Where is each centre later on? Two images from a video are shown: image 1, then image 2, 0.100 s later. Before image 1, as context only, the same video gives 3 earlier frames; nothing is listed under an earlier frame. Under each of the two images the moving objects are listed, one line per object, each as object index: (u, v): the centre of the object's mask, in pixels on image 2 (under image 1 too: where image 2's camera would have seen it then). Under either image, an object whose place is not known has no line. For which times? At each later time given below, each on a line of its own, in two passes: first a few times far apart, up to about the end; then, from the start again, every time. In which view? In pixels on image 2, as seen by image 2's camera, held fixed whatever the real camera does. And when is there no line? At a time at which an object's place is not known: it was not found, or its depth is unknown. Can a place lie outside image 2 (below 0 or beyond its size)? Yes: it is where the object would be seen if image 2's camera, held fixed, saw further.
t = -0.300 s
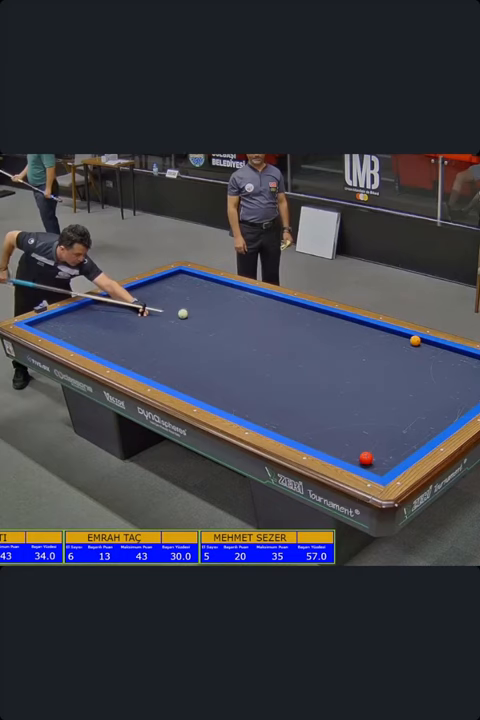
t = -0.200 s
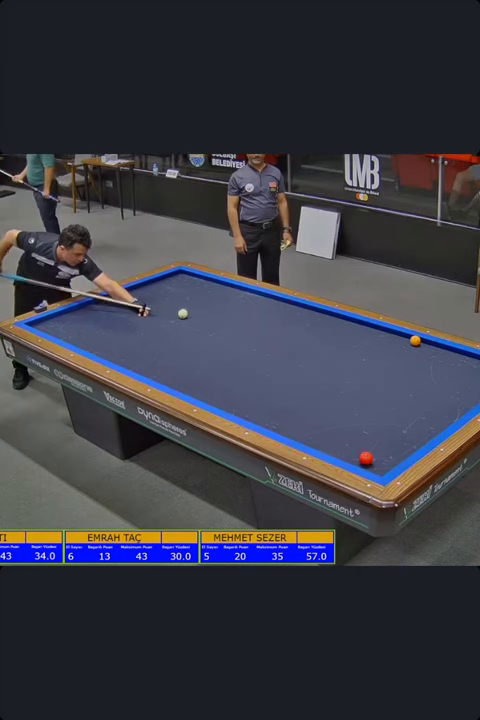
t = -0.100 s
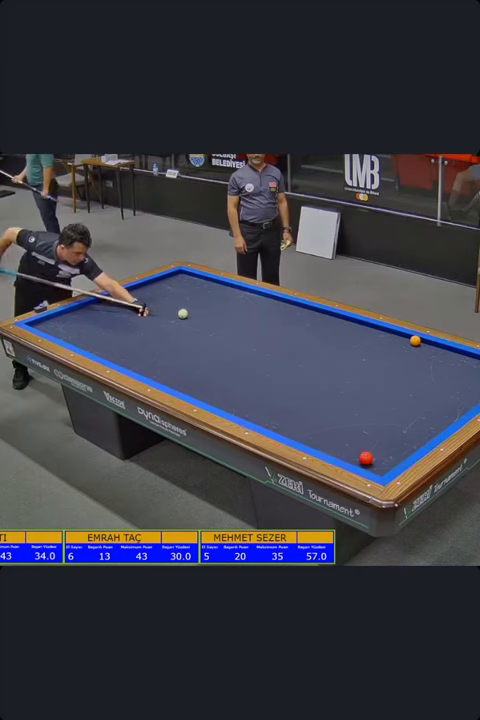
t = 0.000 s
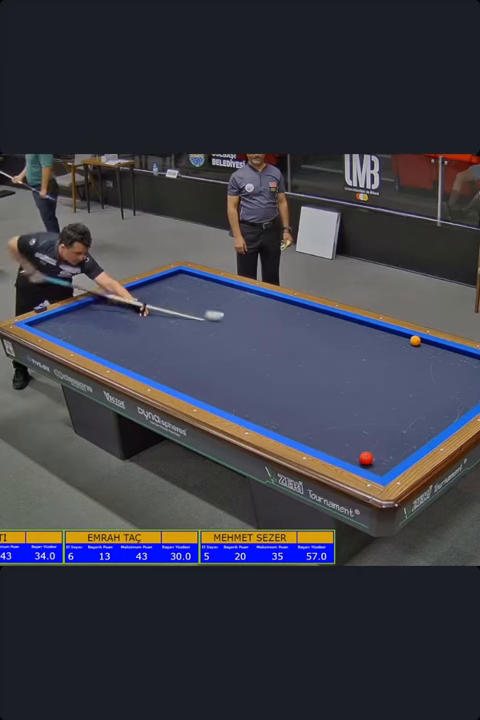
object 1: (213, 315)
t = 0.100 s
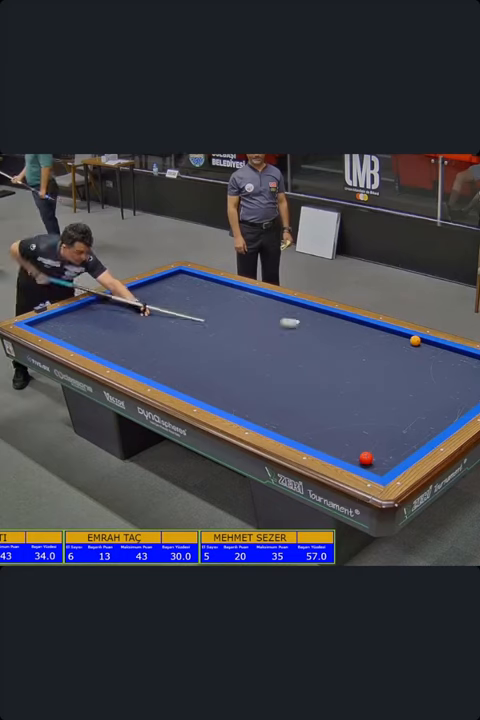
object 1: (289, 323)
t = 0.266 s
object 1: (405, 337)
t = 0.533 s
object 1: (365, 354)
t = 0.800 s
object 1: (307, 365)
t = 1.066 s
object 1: (237, 371)
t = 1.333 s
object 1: (166, 376)
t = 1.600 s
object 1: (144, 356)
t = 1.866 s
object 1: (132, 336)
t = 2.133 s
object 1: (120, 318)
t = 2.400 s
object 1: (111, 302)
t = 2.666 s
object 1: (131, 295)
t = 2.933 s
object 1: (166, 293)
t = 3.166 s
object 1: (196, 290)
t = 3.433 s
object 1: (229, 288)
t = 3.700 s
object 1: (240, 294)
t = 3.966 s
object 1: (247, 303)
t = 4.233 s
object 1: (254, 312)
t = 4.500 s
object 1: (261, 321)
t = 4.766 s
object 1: (268, 331)
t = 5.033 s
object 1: (275, 341)
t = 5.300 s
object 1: (283, 351)
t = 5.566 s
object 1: (291, 362)
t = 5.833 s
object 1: (299, 373)
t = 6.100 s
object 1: (308, 385)
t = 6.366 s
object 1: (316, 397)
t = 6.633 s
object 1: (325, 409)
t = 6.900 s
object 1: (334, 422)
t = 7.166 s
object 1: (344, 435)
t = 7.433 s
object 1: (353, 448)
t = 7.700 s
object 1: (354, 456)
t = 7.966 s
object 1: (352, 459)
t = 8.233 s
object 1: (353, 459)
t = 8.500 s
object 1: (355, 457)
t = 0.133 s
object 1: (314, 325)
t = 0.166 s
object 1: (339, 328)
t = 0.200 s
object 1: (365, 330)
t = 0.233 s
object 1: (390, 333)
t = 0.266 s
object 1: (405, 337)
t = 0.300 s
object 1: (402, 340)
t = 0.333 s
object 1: (398, 342)
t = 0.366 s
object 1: (393, 344)
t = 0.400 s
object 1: (388, 346)
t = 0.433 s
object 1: (382, 348)
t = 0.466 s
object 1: (377, 350)
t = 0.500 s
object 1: (371, 352)
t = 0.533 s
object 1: (365, 354)
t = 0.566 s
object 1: (358, 356)
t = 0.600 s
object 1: (352, 357)
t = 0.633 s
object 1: (345, 359)
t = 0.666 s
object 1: (337, 360)
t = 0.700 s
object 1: (330, 361)
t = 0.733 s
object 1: (323, 363)
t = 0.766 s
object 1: (315, 364)
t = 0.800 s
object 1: (307, 365)
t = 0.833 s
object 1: (298, 366)
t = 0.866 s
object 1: (290, 367)
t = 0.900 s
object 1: (281, 368)
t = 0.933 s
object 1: (273, 368)
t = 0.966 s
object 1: (264, 369)
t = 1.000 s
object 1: (255, 370)
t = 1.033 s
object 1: (246, 370)
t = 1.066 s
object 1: (237, 371)
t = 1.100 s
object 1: (228, 372)
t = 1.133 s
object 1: (219, 372)
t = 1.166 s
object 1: (210, 373)
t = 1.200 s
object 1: (201, 374)
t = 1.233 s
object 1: (192, 374)
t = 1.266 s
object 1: (183, 375)
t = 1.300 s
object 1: (174, 375)
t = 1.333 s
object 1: (166, 376)
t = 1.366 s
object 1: (157, 376)
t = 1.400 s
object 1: (150, 375)
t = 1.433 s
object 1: (149, 373)
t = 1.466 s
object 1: (149, 369)
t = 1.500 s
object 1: (148, 366)
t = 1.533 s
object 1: (147, 362)
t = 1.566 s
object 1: (146, 359)
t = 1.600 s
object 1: (144, 356)
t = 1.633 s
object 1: (143, 354)
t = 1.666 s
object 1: (141, 351)
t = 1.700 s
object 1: (139, 348)
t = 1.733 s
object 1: (138, 346)
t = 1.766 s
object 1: (136, 343)
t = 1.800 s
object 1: (135, 341)
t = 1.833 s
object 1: (133, 338)
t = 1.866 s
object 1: (132, 336)
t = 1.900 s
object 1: (130, 334)
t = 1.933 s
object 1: (129, 331)
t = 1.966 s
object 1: (127, 329)
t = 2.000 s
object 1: (126, 327)
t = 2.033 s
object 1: (124, 325)
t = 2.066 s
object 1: (123, 322)
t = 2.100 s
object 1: (122, 320)
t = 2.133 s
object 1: (120, 318)
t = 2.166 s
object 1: (119, 316)
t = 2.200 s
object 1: (118, 314)
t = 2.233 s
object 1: (117, 312)
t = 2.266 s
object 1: (115, 310)
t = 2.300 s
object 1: (114, 308)
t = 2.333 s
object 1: (113, 306)
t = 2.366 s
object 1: (112, 304)
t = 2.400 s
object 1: (111, 302)
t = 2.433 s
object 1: (109, 300)
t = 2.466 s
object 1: (108, 298)
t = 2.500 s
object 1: (107, 297)
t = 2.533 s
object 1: (110, 296)
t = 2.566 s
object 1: (116, 296)
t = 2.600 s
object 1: (121, 296)
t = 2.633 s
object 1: (126, 295)
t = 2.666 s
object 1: (131, 295)
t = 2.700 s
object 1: (135, 295)
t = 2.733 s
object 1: (140, 295)
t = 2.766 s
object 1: (144, 294)
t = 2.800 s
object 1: (149, 294)
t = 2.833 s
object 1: (153, 294)
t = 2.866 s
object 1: (157, 293)
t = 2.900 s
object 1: (162, 293)
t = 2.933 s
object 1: (166, 293)
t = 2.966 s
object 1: (170, 292)
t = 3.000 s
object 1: (175, 292)
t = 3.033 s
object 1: (179, 292)
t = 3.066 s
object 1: (183, 291)
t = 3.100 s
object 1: (187, 291)
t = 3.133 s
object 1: (191, 290)
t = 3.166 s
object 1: (196, 290)
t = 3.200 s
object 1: (200, 290)
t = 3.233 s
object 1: (204, 290)
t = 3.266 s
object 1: (208, 289)
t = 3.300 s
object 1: (213, 289)
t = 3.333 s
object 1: (217, 288)
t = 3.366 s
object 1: (221, 288)
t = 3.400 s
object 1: (225, 288)
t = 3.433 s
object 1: (229, 288)
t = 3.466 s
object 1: (233, 287)
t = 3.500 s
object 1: (237, 287)
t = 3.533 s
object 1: (237, 288)
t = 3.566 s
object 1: (237, 289)
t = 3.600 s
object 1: (238, 291)
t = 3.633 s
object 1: (239, 292)
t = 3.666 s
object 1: (240, 293)
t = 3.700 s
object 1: (240, 294)
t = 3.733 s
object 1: (241, 295)
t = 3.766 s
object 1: (242, 296)
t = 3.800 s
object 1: (243, 297)
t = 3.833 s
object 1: (244, 298)
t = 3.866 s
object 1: (244, 299)
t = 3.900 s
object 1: (245, 300)
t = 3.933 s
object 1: (246, 301)
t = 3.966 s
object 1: (247, 303)
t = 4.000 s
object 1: (248, 304)
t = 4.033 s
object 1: (249, 305)
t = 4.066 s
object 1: (249, 306)
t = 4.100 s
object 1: (250, 307)
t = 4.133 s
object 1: (251, 308)
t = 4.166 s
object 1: (252, 309)
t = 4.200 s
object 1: (253, 310)
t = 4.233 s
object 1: (254, 312)
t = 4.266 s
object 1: (255, 313)
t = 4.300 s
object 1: (256, 314)
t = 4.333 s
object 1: (256, 315)
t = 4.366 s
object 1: (257, 316)
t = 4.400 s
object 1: (258, 318)
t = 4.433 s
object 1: (259, 319)
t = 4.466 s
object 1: (260, 320)
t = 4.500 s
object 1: (261, 321)
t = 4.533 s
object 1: (262, 322)
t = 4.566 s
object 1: (262, 323)
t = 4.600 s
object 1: (263, 325)
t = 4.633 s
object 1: (264, 326)
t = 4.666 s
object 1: (265, 327)
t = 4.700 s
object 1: (266, 328)
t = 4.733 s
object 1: (267, 329)
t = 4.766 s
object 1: (268, 331)
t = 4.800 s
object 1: (269, 332)
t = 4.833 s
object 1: (270, 333)
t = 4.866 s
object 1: (271, 334)
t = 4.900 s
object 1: (272, 336)
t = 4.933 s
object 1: (273, 337)
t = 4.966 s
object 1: (274, 338)
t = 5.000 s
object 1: (275, 340)
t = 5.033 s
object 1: (275, 341)
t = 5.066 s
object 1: (276, 342)
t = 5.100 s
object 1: (277, 343)
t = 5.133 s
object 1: (278, 345)
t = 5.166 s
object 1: (279, 346)
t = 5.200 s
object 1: (280, 347)
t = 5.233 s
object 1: (281, 349)
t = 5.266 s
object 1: (282, 350)
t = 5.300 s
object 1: (283, 351)
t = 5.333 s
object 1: (284, 353)
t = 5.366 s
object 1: (285, 354)
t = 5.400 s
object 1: (286, 355)
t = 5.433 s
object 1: (287, 357)
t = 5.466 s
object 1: (288, 358)
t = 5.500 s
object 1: (289, 359)
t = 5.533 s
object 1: (290, 361)
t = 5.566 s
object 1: (291, 362)
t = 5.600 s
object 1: (292, 363)
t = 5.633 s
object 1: (293, 365)
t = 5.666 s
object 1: (294, 366)
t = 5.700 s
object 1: (295, 368)
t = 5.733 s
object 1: (296, 369)
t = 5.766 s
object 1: (297, 370)
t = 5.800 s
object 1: (298, 372)
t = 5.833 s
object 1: (299, 373)
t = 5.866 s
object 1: (300, 375)
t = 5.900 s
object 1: (301, 376)
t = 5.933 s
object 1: (302, 378)
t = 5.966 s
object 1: (303, 379)
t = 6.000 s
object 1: (304, 381)
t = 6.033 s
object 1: (305, 382)
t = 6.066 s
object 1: (306, 383)
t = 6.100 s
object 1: (308, 385)
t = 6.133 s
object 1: (309, 387)
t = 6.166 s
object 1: (310, 388)
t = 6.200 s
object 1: (311, 389)
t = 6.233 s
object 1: (312, 391)
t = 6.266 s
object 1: (313, 392)
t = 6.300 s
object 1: (314, 394)
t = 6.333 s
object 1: (315, 395)
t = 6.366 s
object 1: (316, 397)
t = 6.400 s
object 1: (317, 398)
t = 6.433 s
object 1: (318, 400)
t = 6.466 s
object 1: (320, 401)
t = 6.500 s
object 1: (321, 403)
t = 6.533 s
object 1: (322, 405)
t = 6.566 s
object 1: (323, 406)
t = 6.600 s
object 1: (324, 408)
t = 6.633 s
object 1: (325, 409)
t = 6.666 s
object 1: (327, 411)
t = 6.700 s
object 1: (328, 412)
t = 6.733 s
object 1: (329, 414)
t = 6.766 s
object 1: (330, 416)
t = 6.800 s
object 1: (331, 417)
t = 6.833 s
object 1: (332, 419)
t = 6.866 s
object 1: (333, 420)
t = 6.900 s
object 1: (334, 422)
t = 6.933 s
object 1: (336, 424)
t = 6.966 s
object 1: (337, 425)
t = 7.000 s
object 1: (338, 427)
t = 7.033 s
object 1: (339, 428)
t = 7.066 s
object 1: (340, 430)
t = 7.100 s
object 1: (341, 432)
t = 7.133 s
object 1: (343, 433)
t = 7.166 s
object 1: (344, 435)
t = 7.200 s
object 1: (345, 437)
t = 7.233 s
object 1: (346, 438)
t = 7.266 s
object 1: (348, 440)
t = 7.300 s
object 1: (349, 442)
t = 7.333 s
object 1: (350, 443)
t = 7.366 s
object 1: (351, 445)
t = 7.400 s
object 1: (352, 446)
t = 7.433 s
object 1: (353, 448)
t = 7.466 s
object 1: (354, 450)
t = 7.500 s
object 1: (355, 451)
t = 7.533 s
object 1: (356, 452)
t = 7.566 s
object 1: (355, 453)
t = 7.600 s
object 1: (355, 454)
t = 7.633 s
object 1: (355, 455)
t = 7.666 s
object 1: (354, 455)
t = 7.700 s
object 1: (354, 456)
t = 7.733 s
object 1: (354, 457)
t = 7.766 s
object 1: (353, 457)
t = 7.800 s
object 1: (353, 457)
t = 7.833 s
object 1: (353, 458)
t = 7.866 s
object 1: (352, 458)
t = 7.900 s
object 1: (352, 459)
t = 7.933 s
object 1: (352, 459)
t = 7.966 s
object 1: (352, 459)
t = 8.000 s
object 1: (351, 459)
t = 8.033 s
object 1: (352, 459)
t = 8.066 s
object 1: (352, 459)
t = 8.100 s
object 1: (352, 459)
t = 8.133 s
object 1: (352, 459)
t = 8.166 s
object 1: (353, 459)
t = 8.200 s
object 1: (353, 459)
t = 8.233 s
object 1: (353, 459)
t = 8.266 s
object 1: (354, 459)
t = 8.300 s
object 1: (354, 458)
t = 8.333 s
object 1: (354, 458)
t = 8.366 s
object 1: (355, 458)
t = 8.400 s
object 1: (355, 458)
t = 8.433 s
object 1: (355, 458)
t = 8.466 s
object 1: (355, 458)
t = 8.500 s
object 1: (355, 457)
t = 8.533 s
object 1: (355, 457)
